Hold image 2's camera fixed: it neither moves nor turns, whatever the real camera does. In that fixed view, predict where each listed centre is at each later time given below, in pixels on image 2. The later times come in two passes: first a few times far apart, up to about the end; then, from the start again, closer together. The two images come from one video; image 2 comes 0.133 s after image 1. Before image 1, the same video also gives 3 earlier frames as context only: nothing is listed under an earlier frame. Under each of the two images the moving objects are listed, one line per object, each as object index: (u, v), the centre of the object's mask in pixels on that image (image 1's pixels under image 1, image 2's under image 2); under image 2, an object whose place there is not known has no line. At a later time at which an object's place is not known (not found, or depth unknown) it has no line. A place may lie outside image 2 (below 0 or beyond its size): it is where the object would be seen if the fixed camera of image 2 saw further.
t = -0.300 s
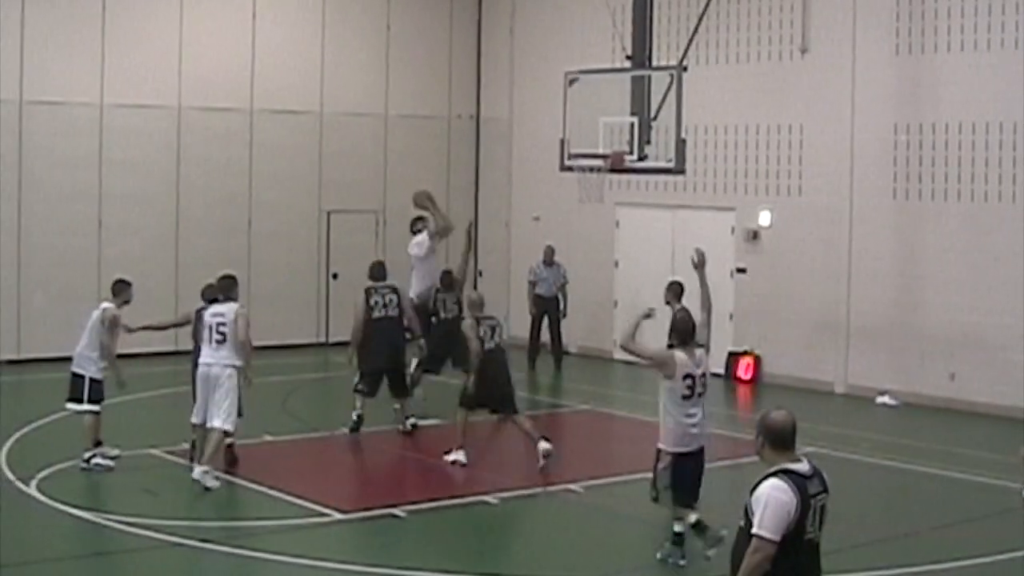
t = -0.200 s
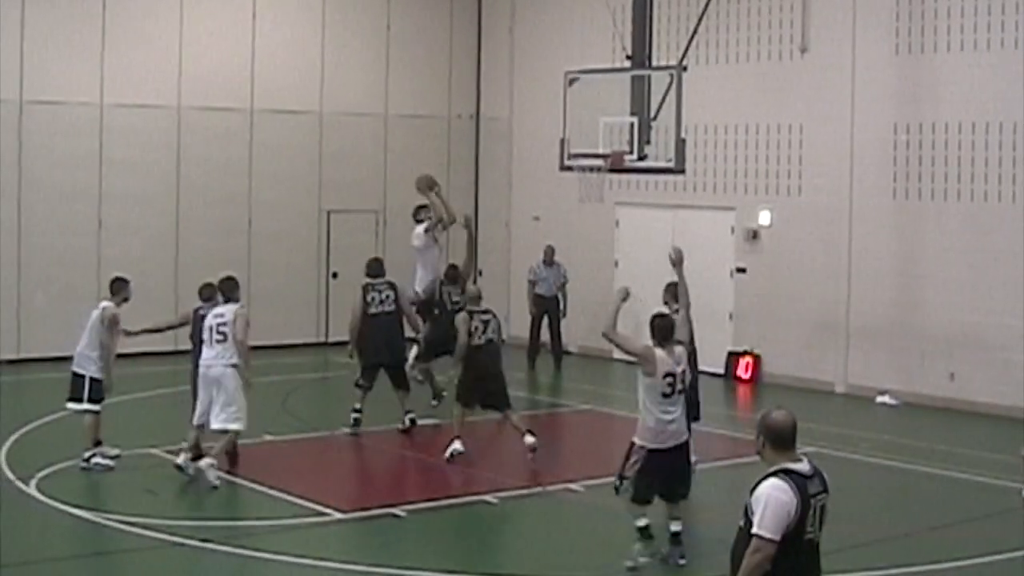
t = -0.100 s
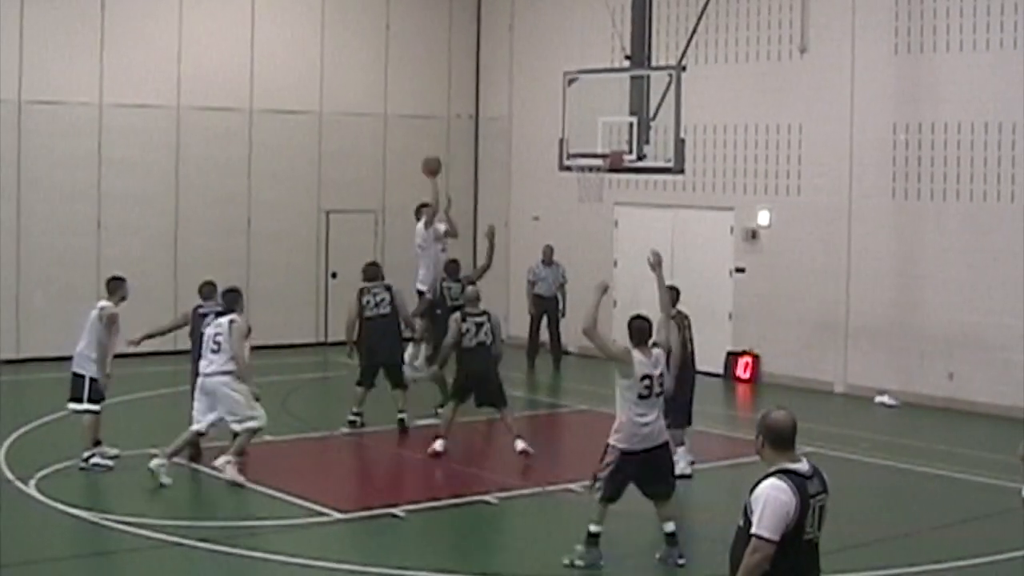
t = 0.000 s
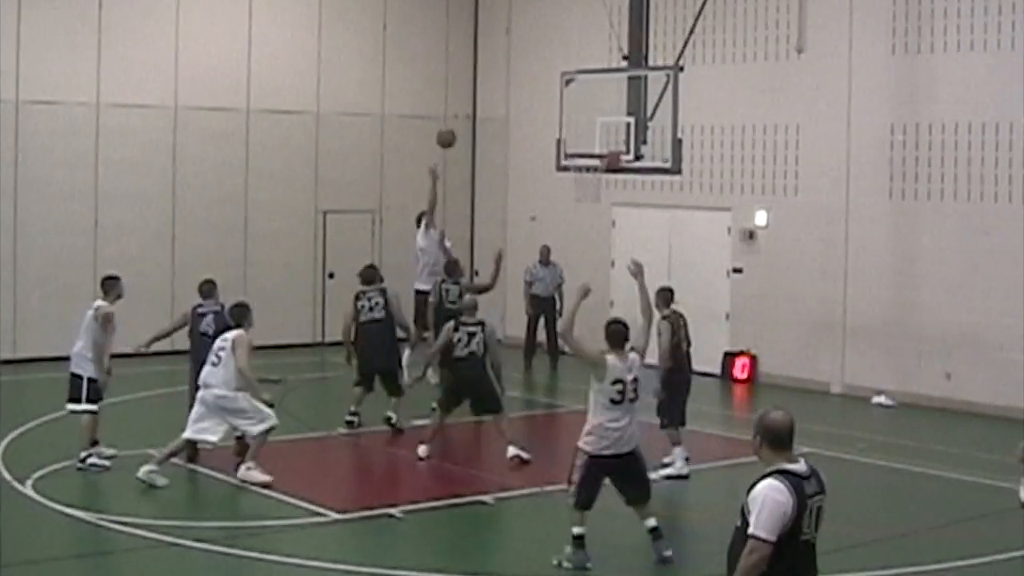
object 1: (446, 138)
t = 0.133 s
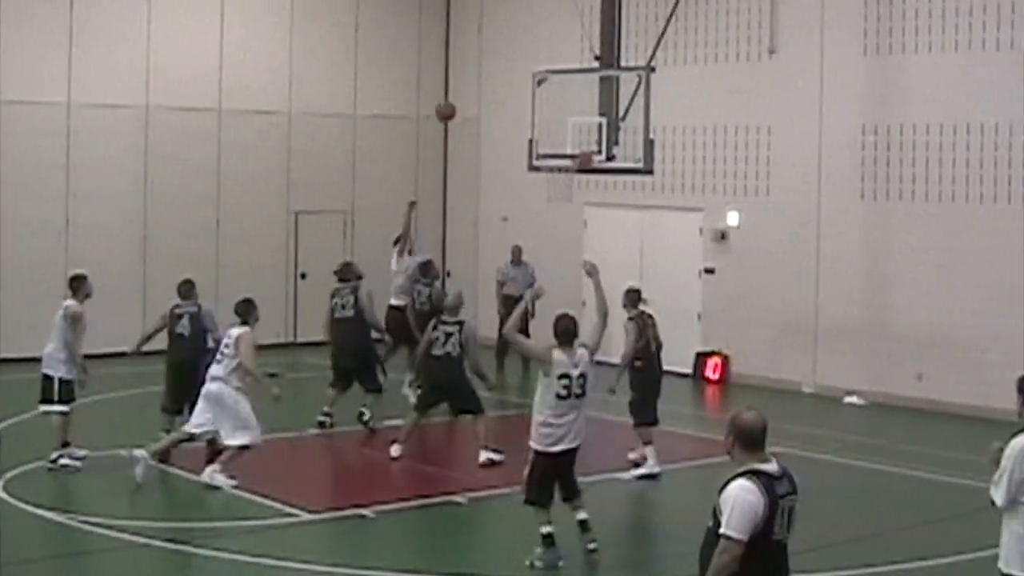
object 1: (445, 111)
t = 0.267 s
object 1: (473, 97)
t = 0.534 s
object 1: (531, 118)
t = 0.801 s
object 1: (560, 195)
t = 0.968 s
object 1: (554, 261)
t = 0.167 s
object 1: (452, 106)
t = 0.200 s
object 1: (459, 102)
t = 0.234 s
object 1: (466, 100)
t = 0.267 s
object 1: (473, 97)
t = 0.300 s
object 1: (480, 97)
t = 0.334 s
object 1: (487, 97)
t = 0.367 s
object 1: (495, 98)
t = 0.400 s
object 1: (501, 100)
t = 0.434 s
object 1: (509, 102)
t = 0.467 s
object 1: (516, 107)
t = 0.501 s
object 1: (523, 112)
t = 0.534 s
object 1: (531, 118)
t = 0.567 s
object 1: (538, 125)
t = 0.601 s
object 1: (546, 133)
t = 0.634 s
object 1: (553, 142)
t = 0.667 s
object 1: (560, 152)
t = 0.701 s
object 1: (564, 162)
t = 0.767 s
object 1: (561, 185)
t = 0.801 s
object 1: (560, 195)
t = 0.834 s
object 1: (559, 207)
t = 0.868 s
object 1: (557, 219)
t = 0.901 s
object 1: (557, 232)
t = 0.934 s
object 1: (555, 246)
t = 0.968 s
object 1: (554, 261)
